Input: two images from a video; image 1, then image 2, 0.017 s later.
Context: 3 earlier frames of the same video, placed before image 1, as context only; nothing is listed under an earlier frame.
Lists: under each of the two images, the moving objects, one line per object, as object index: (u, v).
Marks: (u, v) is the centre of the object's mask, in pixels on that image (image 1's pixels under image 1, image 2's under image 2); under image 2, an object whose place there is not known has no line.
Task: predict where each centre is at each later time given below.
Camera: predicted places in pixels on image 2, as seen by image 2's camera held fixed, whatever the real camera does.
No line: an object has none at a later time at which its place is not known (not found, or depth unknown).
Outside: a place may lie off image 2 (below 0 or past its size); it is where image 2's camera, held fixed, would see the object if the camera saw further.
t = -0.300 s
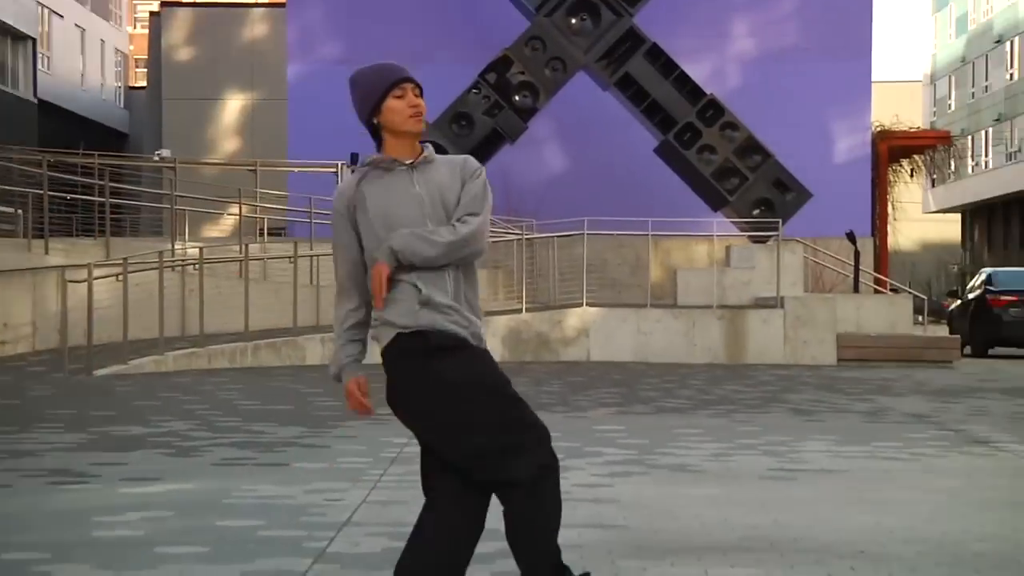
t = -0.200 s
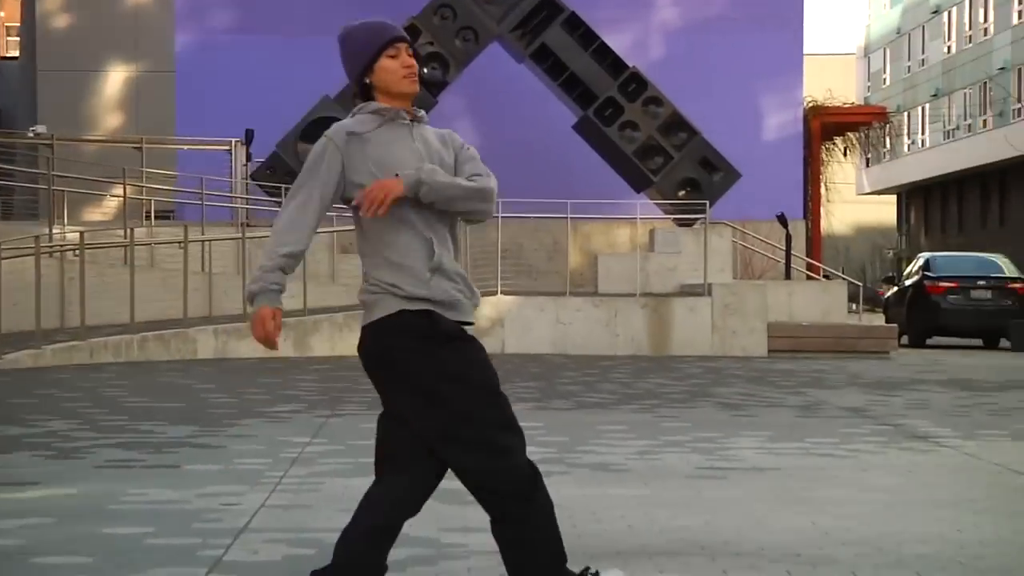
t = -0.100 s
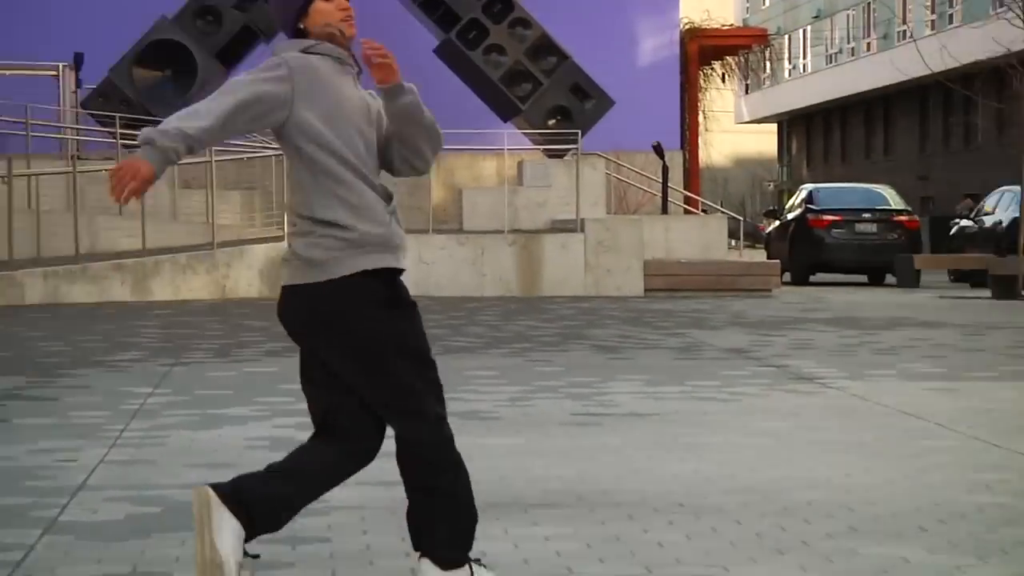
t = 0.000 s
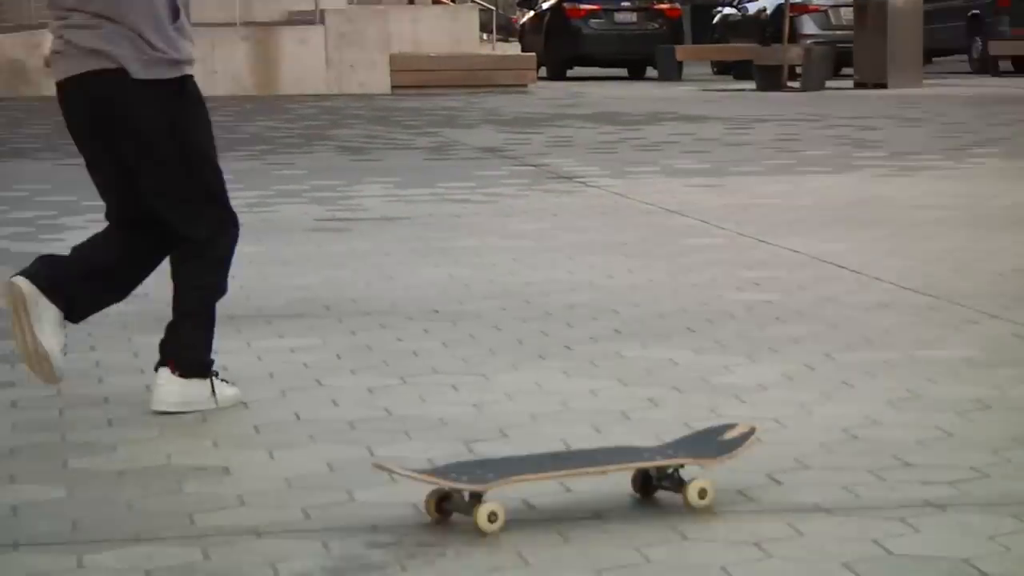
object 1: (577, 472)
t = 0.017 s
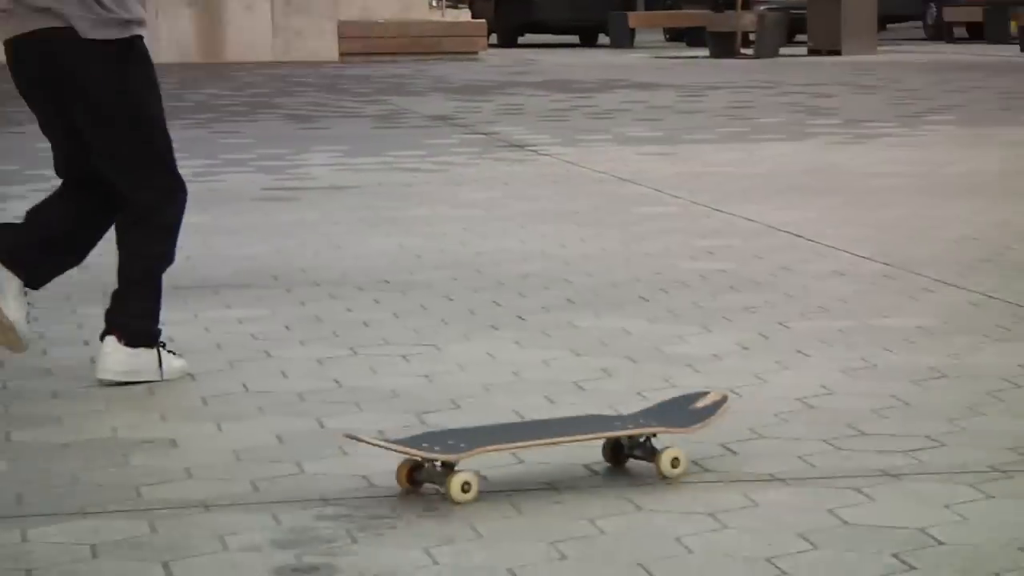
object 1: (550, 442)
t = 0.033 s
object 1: (567, 439)
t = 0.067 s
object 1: (601, 436)
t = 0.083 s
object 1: (619, 433)
